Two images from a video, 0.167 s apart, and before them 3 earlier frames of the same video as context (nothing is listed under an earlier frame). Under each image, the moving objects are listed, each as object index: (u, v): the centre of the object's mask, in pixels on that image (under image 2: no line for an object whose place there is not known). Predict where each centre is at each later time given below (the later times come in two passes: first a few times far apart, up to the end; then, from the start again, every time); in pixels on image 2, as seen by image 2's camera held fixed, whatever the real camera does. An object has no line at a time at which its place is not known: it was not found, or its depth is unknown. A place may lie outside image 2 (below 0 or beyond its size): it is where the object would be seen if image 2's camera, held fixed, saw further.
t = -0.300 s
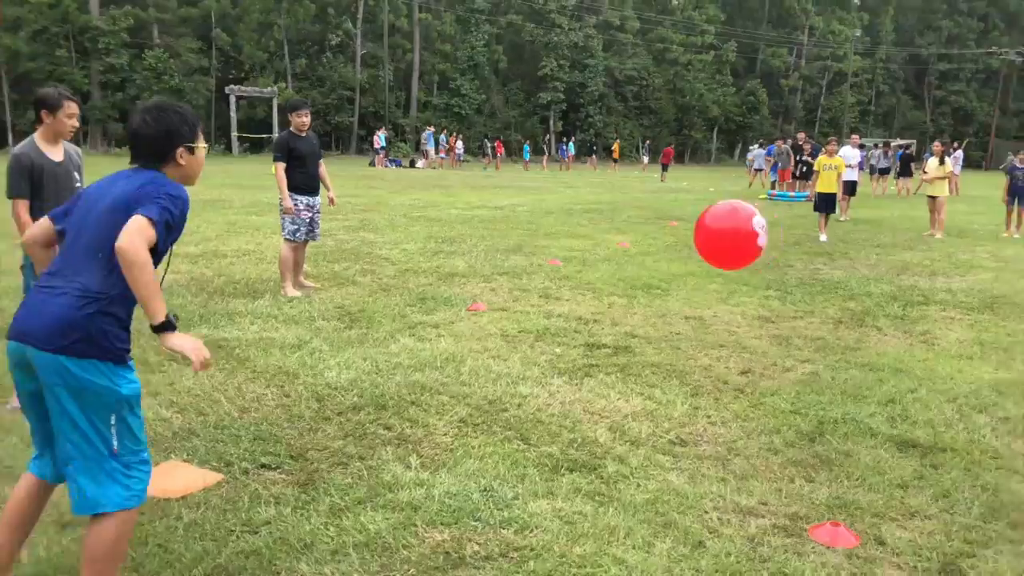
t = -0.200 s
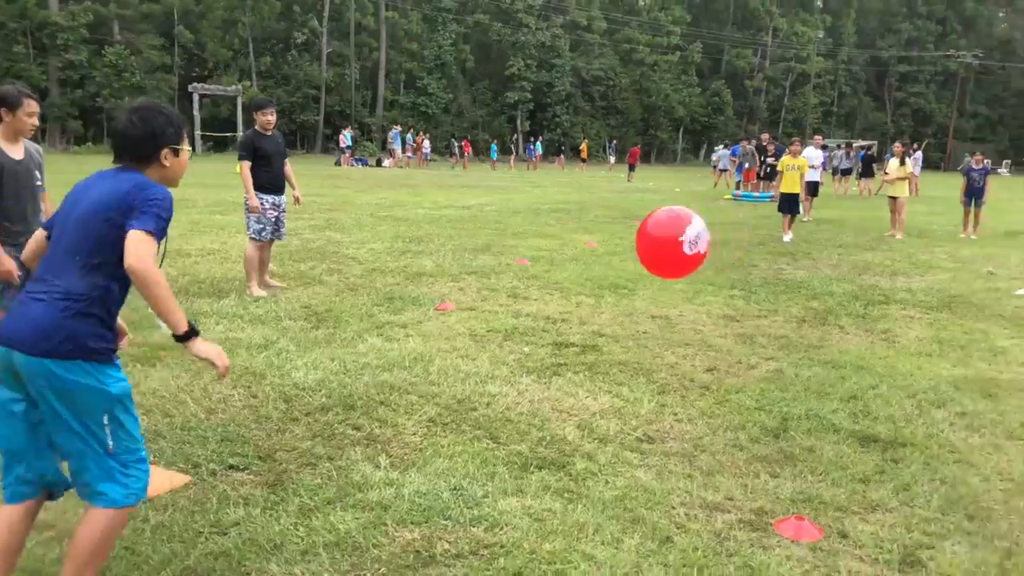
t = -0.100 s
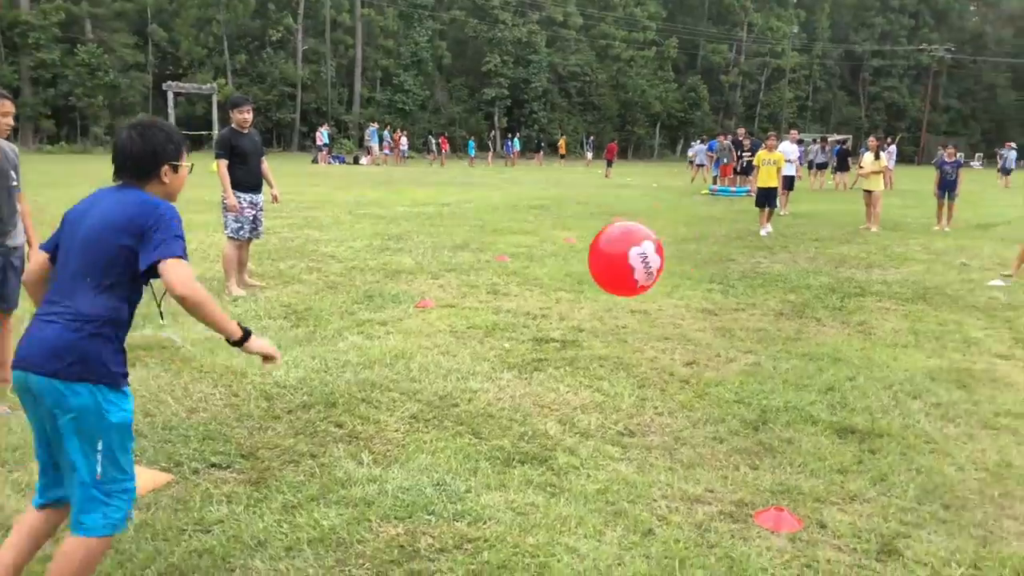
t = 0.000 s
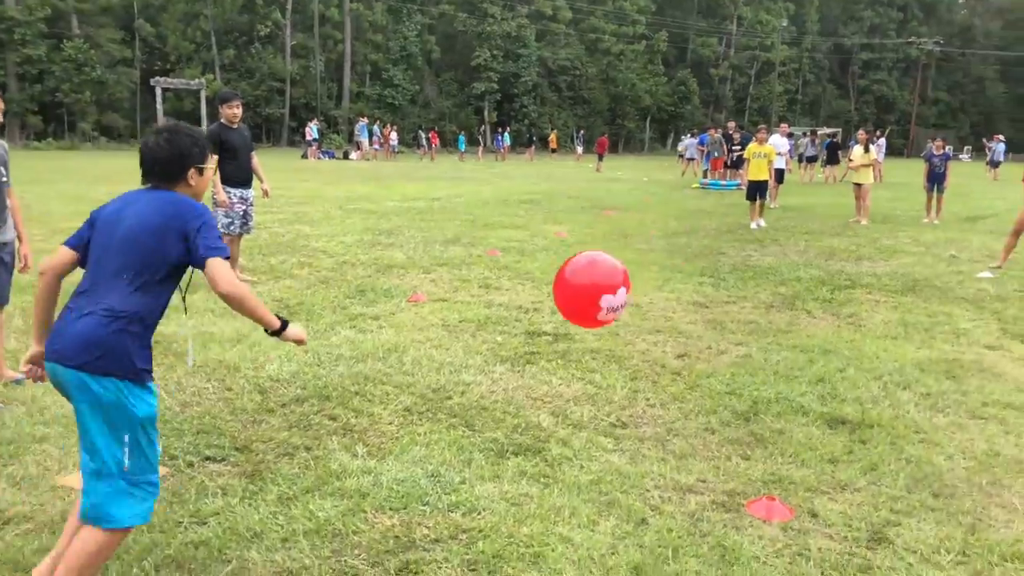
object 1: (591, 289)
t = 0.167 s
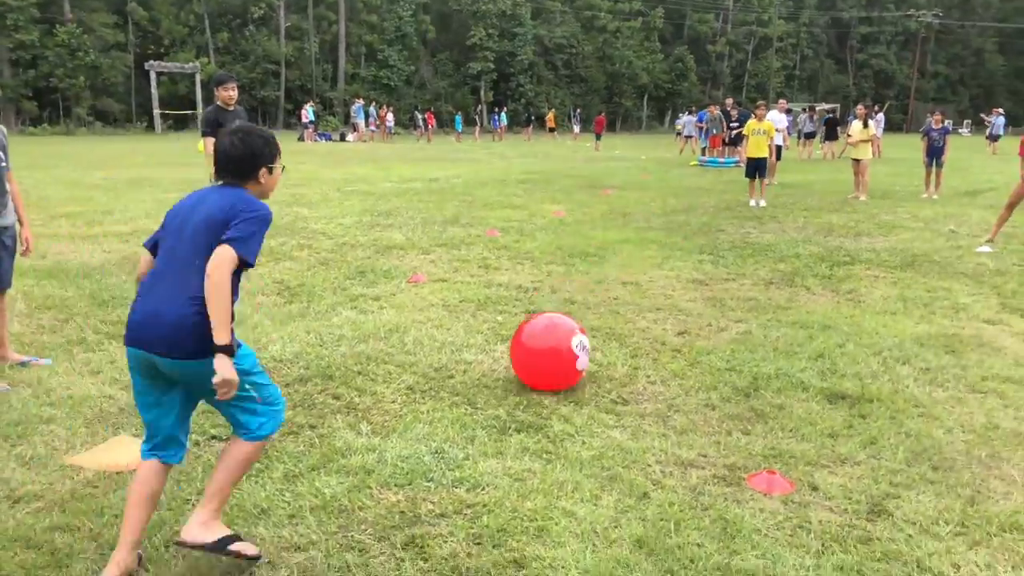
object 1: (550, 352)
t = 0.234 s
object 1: (533, 332)
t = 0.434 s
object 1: (476, 305)
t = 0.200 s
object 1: (542, 342)
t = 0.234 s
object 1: (533, 332)
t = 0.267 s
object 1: (525, 323)
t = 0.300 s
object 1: (516, 316)
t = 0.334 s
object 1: (506, 311)
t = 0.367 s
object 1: (497, 307)
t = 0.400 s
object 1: (487, 305)
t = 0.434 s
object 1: (476, 305)
